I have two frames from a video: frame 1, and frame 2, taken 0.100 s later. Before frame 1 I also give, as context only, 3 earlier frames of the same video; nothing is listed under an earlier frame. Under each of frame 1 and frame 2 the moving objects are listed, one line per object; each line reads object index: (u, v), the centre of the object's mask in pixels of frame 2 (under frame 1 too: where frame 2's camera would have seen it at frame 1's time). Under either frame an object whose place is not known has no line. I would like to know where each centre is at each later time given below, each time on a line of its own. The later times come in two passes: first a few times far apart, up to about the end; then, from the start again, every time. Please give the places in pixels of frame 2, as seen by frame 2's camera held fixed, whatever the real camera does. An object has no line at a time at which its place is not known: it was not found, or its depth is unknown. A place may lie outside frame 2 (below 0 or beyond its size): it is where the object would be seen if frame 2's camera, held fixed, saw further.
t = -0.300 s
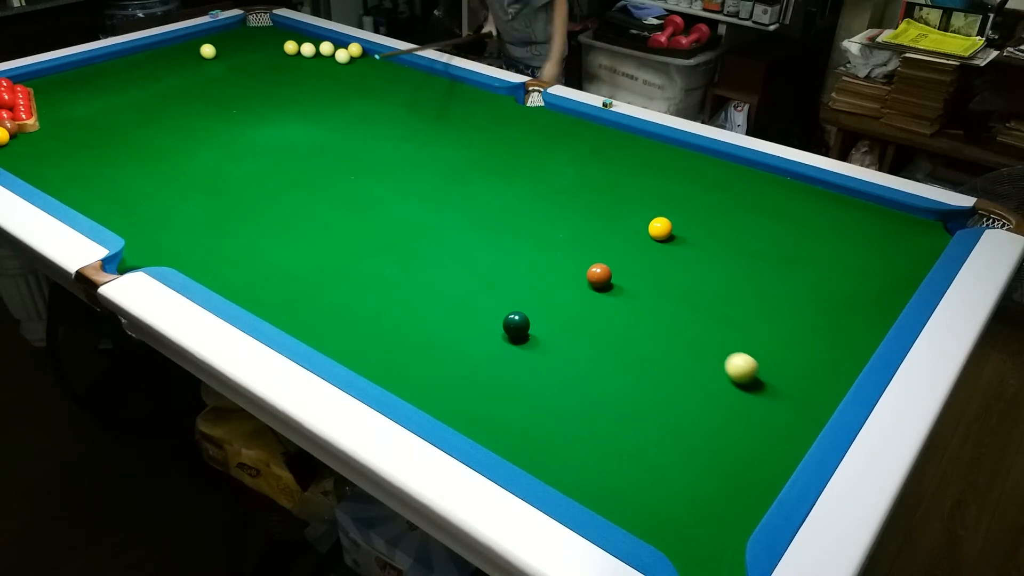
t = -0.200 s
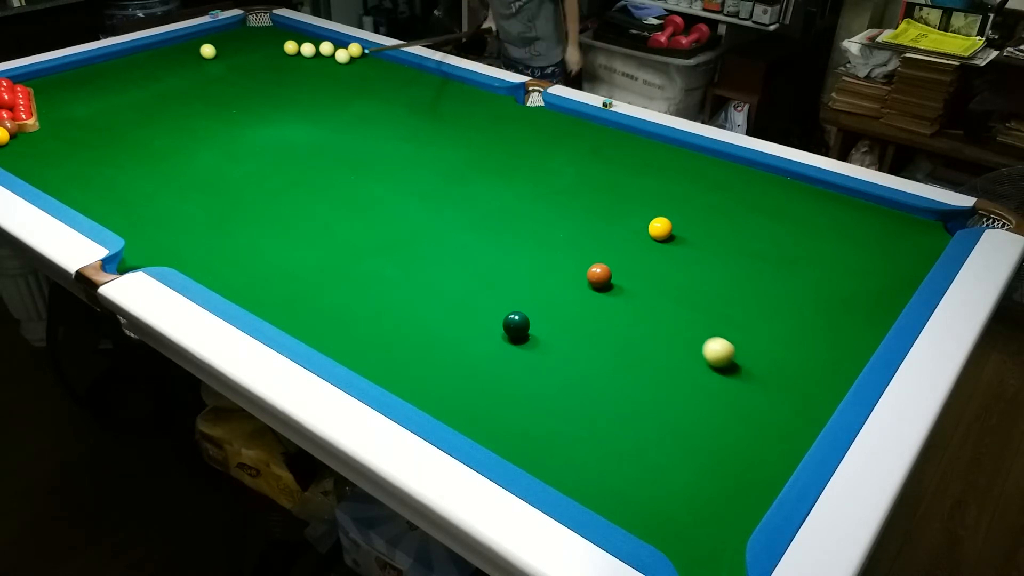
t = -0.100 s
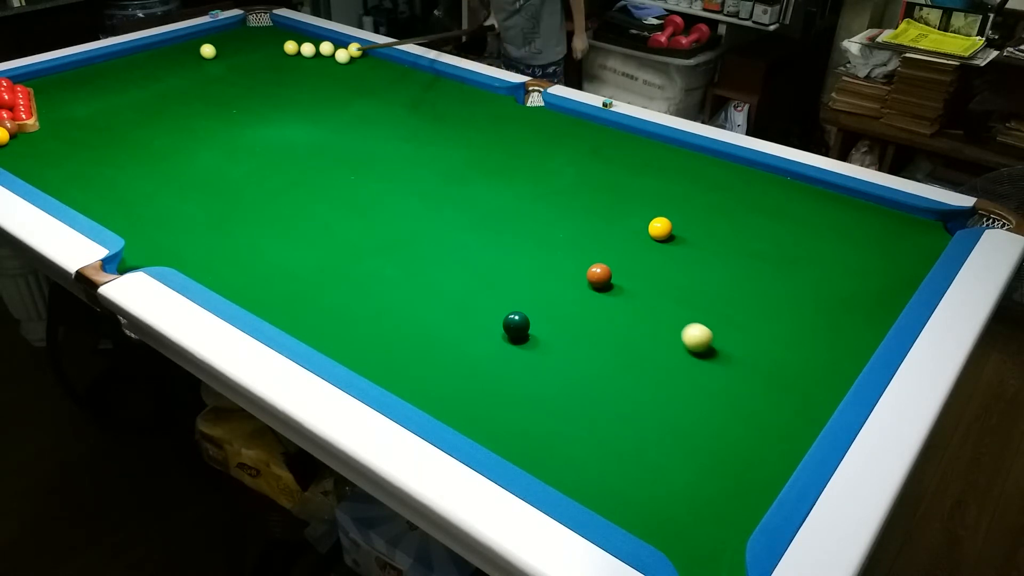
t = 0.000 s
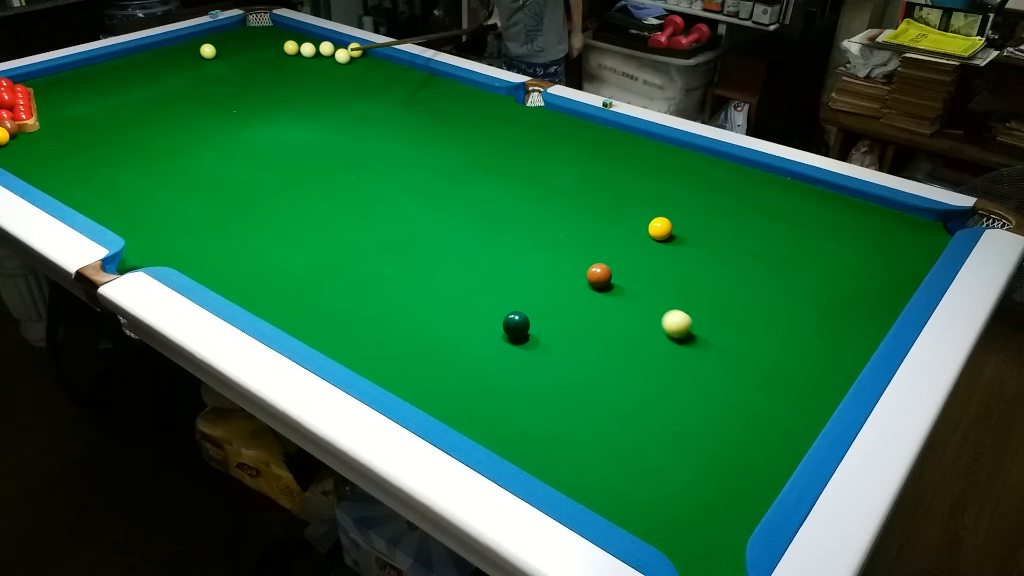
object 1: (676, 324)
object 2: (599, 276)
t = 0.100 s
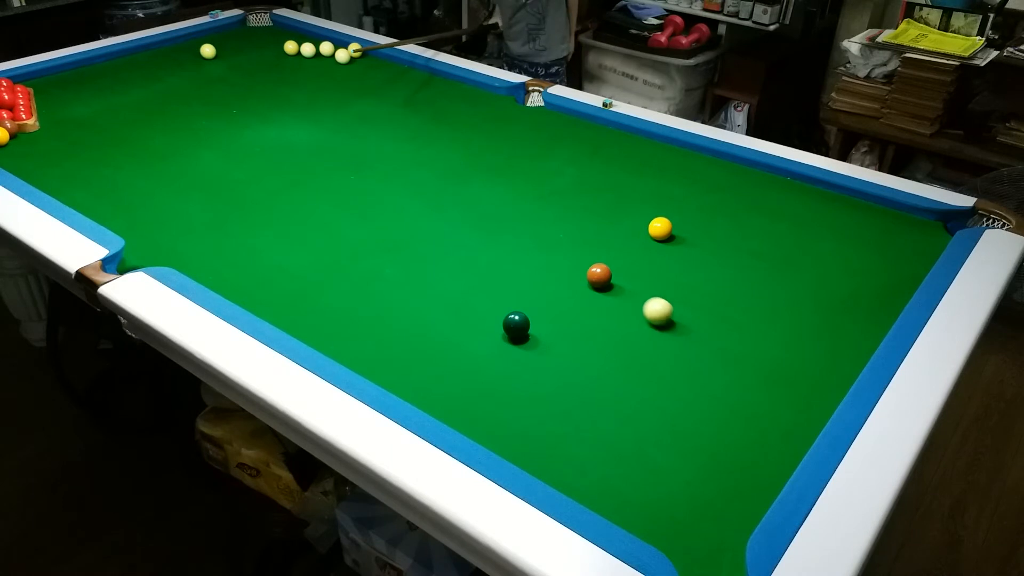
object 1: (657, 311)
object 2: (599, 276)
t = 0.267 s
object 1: (628, 292)
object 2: (599, 276)
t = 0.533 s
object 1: (616, 280)
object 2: (576, 263)
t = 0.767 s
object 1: (613, 275)
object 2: (554, 251)
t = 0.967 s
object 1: (610, 271)
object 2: (537, 242)
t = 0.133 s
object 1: (651, 307)
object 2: (599, 276)
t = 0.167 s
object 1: (645, 303)
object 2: (599, 276)
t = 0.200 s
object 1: (640, 299)
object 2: (599, 276)
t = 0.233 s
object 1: (634, 296)
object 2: (599, 276)
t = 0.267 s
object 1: (628, 292)
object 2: (599, 276)
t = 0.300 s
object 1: (623, 288)
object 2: (599, 275)
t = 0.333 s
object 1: (619, 286)
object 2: (597, 274)
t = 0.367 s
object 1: (619, 285)
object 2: (593, 272)
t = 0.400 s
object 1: (618, 284)
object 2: (589, 270)
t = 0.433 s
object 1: (618, 283)
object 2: (586, 268)
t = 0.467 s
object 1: (617, 282)
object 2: (582, 266)
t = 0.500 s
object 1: (617, 281)
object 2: (579, 265)
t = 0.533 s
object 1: (616, 280)
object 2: (576, 263)
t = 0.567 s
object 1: (616, 280)
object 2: (573, 261)
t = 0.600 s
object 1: (615, 278)
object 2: (569, 259)
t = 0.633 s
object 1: (615, 278)
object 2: (566, 258)
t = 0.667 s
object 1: (614, 277)
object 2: (563, 256)
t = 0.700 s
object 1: (614, 276)
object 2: (560, 254)
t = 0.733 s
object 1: (613, 276)
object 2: (557, 253)
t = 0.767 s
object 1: (613, 275)
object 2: (554, 251)
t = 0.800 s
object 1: (612, 274)
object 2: (551, 250)
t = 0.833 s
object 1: (612, 274)
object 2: (549, 248)
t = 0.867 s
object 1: (611, 273)
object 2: (546, 247)
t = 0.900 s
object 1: (611, 272)
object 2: (543, 245)
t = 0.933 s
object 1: (610, 272)
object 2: (540, 244)
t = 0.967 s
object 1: (610, 271)
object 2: (537, 242)
